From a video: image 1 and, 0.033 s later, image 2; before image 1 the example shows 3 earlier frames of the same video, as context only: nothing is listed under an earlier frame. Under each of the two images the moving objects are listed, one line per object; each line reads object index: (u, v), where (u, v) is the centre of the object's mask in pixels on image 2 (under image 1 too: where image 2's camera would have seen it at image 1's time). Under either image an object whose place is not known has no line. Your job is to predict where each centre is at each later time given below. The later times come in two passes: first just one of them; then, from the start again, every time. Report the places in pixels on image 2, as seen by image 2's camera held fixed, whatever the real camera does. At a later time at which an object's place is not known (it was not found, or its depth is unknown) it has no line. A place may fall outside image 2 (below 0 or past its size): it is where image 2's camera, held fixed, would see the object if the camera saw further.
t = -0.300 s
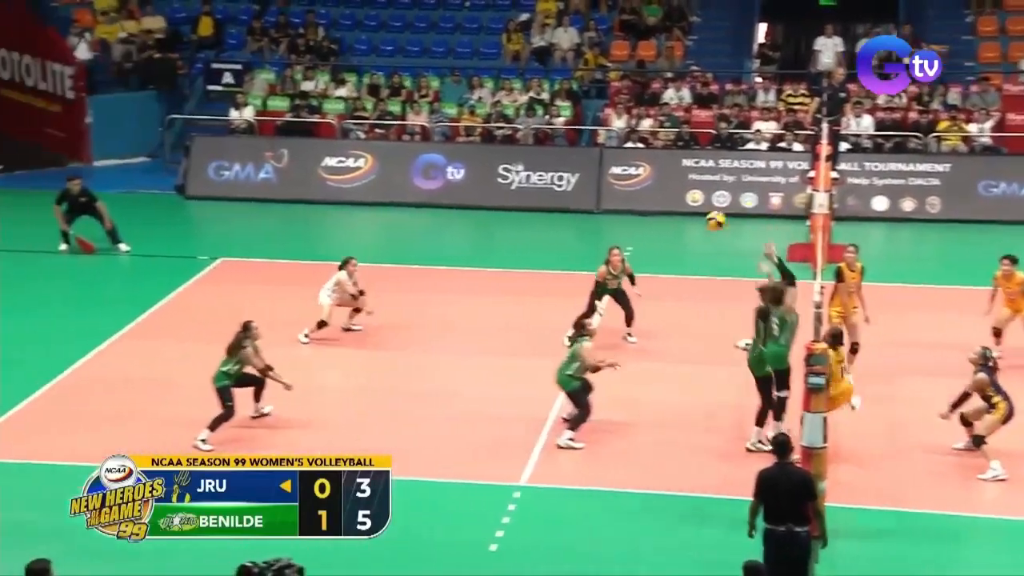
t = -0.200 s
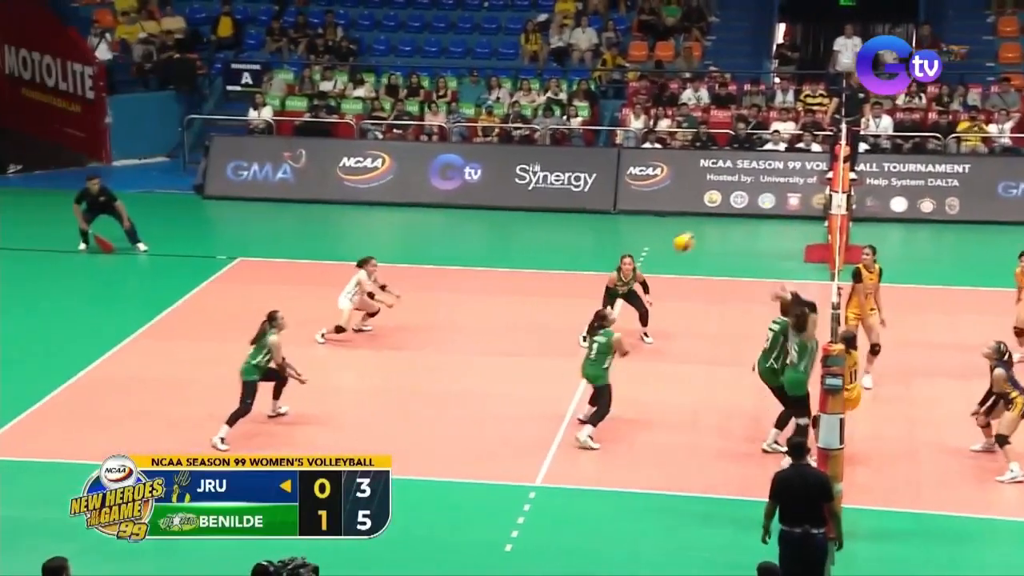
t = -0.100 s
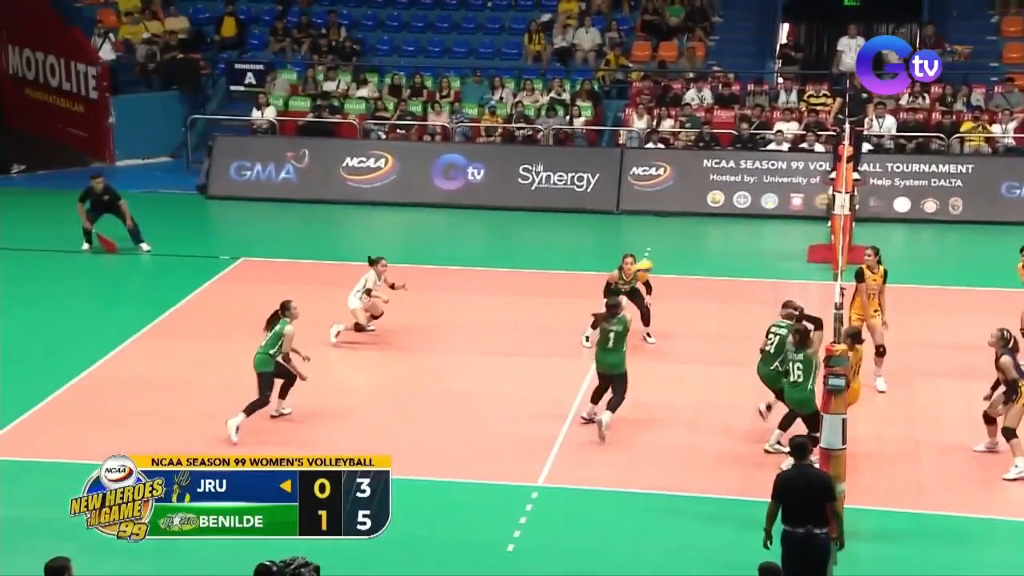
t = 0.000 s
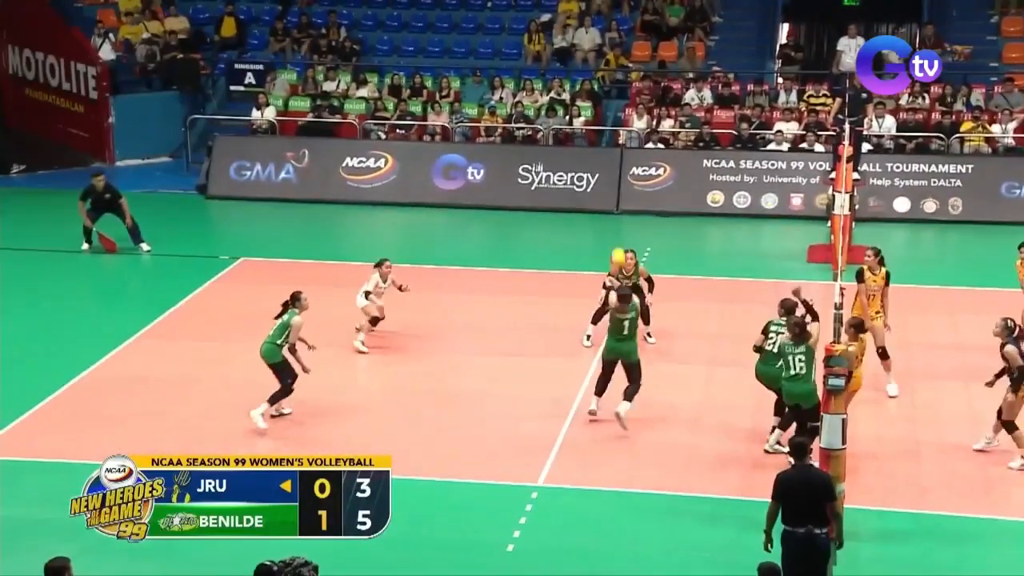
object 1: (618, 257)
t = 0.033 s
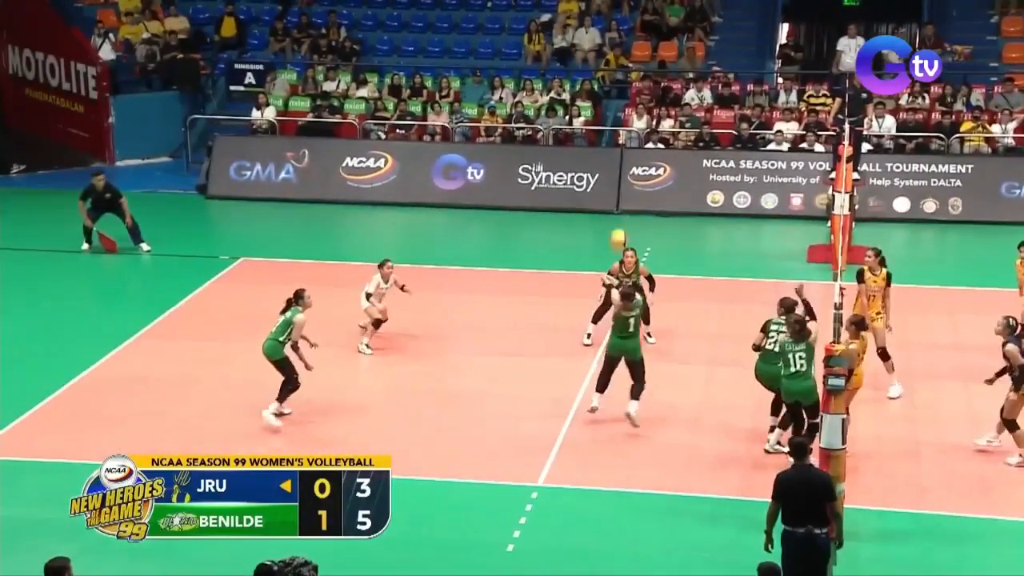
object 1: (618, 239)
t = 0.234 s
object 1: (622, 142)
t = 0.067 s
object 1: (619, 221)
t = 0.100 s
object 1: (620, 204)
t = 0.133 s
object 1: (620, 186)
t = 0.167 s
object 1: (621, 170)
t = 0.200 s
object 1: (621, 156)
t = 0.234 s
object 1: (622, 142)
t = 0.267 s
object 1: (622, 128)
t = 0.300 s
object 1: (623, 115)
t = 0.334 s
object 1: (623, 103)
